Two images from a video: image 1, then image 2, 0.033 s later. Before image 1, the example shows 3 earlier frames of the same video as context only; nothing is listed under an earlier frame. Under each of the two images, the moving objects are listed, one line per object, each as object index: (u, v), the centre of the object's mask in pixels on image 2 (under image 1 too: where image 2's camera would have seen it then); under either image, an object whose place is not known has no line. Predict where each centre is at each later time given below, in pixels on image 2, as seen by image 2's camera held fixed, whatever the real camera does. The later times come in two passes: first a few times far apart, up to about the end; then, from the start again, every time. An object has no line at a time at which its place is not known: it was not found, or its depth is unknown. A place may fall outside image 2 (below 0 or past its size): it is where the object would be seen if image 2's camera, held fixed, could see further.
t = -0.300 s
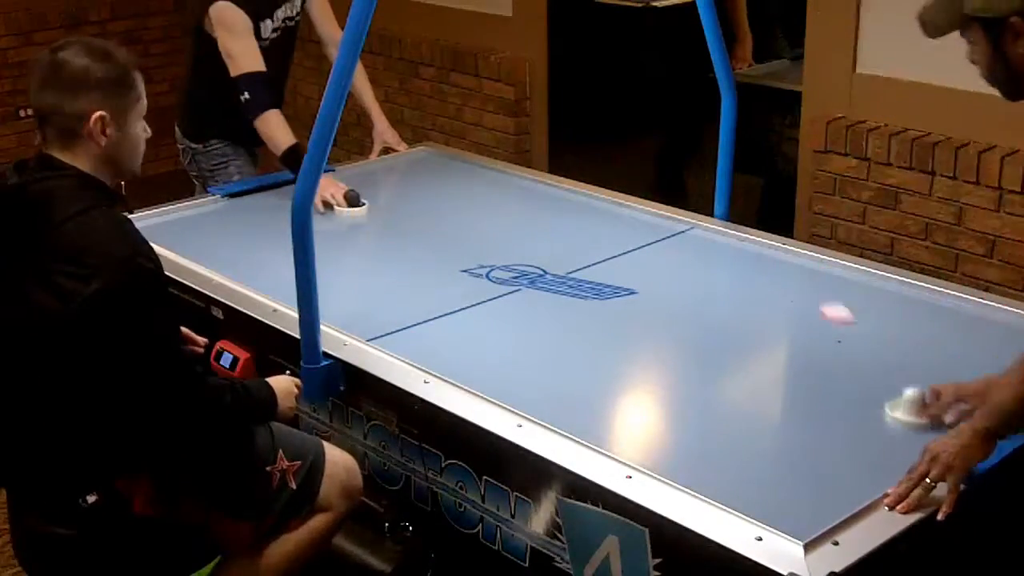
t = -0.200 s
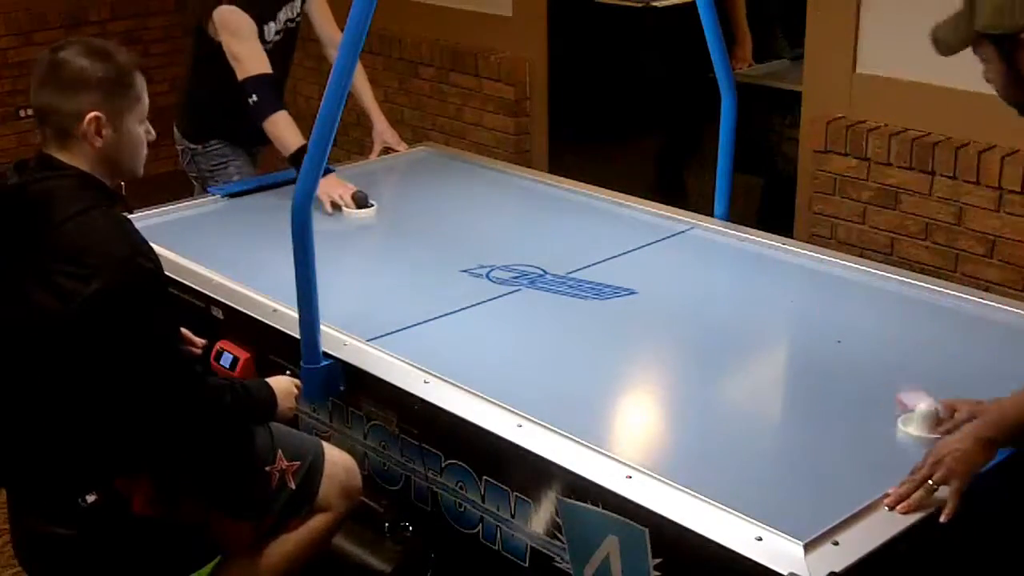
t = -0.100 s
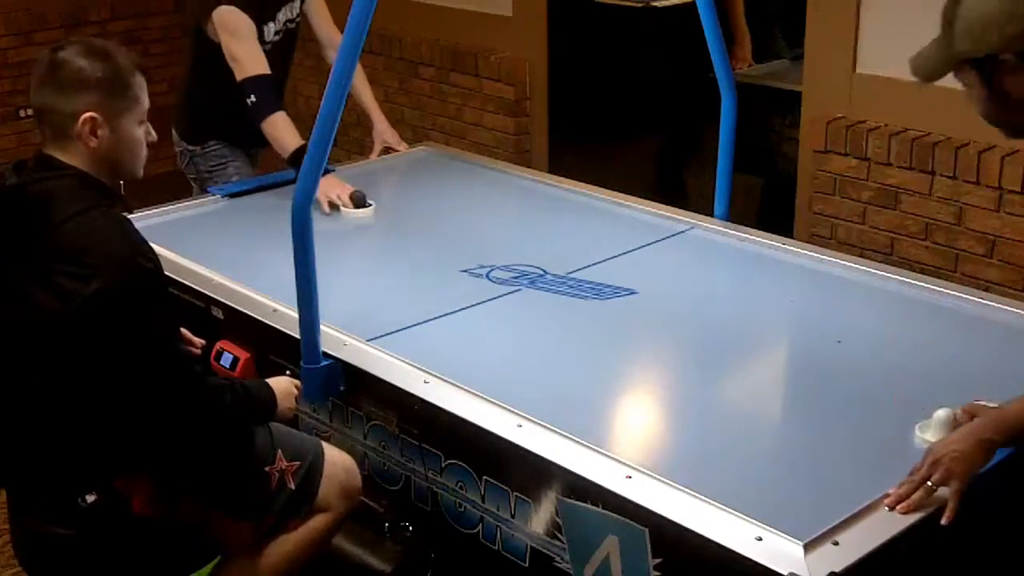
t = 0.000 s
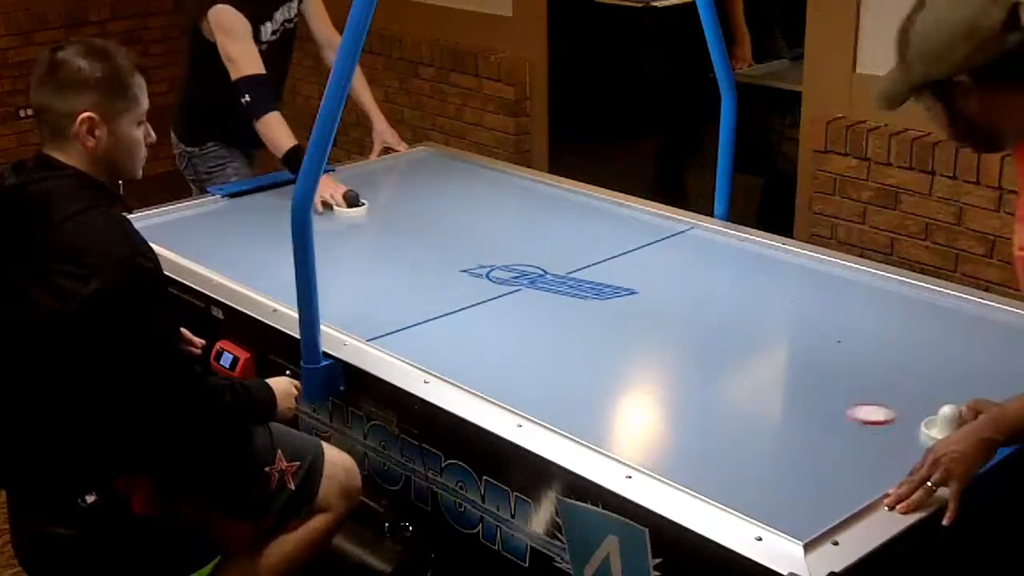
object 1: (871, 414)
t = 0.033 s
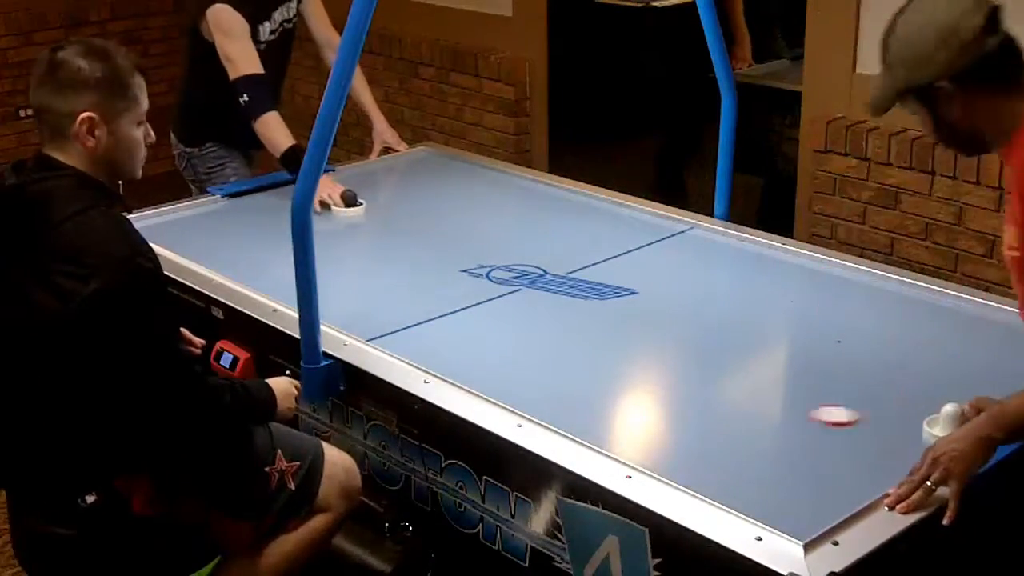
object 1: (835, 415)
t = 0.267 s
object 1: (575, 421)
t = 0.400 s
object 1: (564, 377)
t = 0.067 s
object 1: (797, 417)
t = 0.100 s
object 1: (759, 417)
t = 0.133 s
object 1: (723, 418)
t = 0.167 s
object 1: (687, 419)
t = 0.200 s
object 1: (651, 421)
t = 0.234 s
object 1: (609, 421)
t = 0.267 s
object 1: (575, 421)
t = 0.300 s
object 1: (555, 415)
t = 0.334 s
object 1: (558, 402)
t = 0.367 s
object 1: (561, 389)
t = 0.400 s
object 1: (564, 377)
